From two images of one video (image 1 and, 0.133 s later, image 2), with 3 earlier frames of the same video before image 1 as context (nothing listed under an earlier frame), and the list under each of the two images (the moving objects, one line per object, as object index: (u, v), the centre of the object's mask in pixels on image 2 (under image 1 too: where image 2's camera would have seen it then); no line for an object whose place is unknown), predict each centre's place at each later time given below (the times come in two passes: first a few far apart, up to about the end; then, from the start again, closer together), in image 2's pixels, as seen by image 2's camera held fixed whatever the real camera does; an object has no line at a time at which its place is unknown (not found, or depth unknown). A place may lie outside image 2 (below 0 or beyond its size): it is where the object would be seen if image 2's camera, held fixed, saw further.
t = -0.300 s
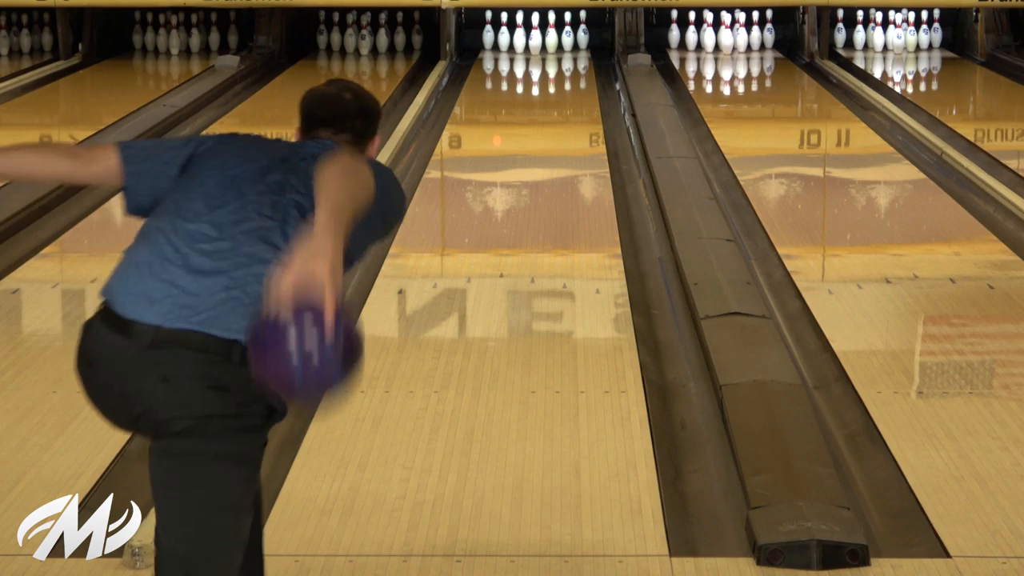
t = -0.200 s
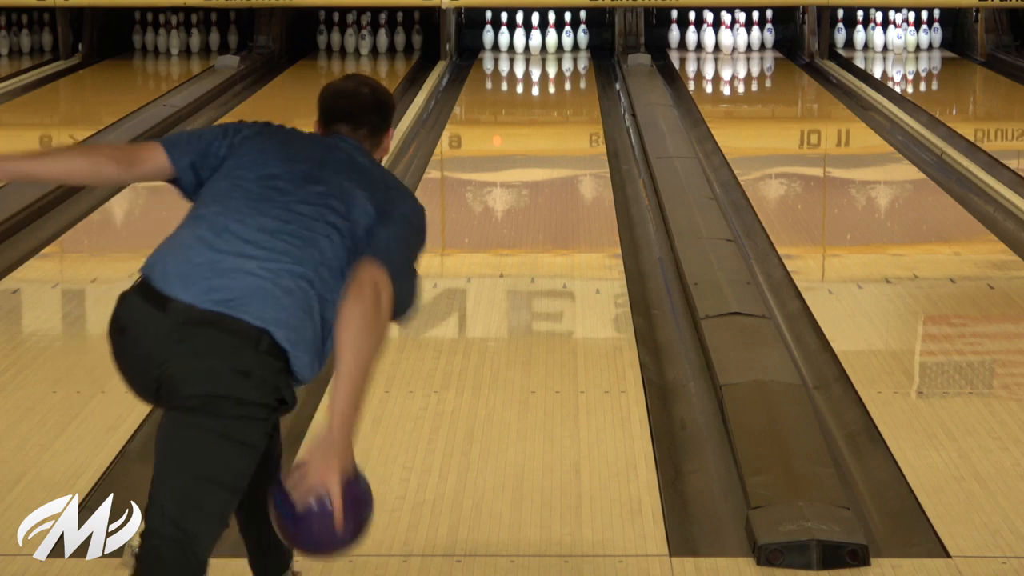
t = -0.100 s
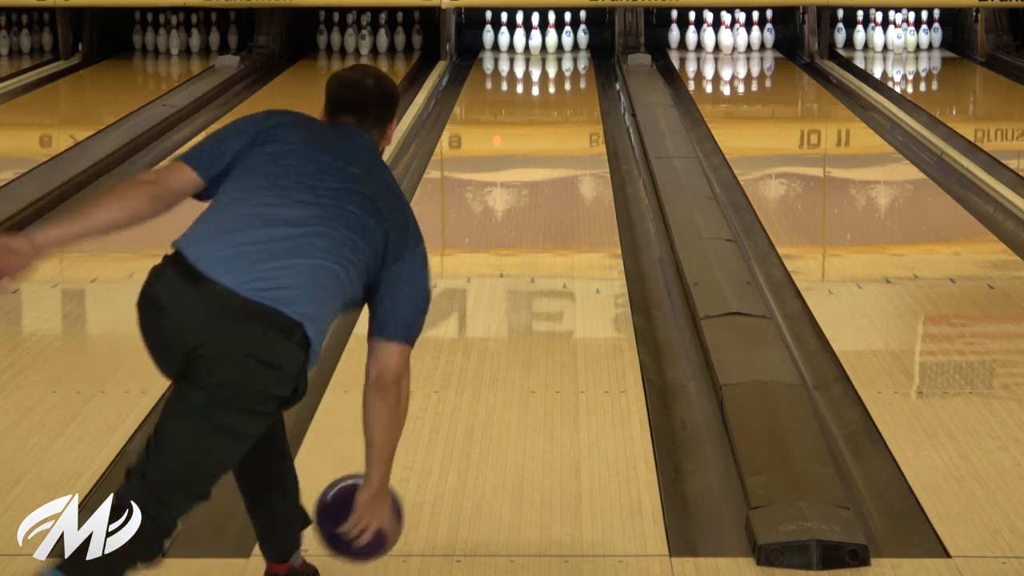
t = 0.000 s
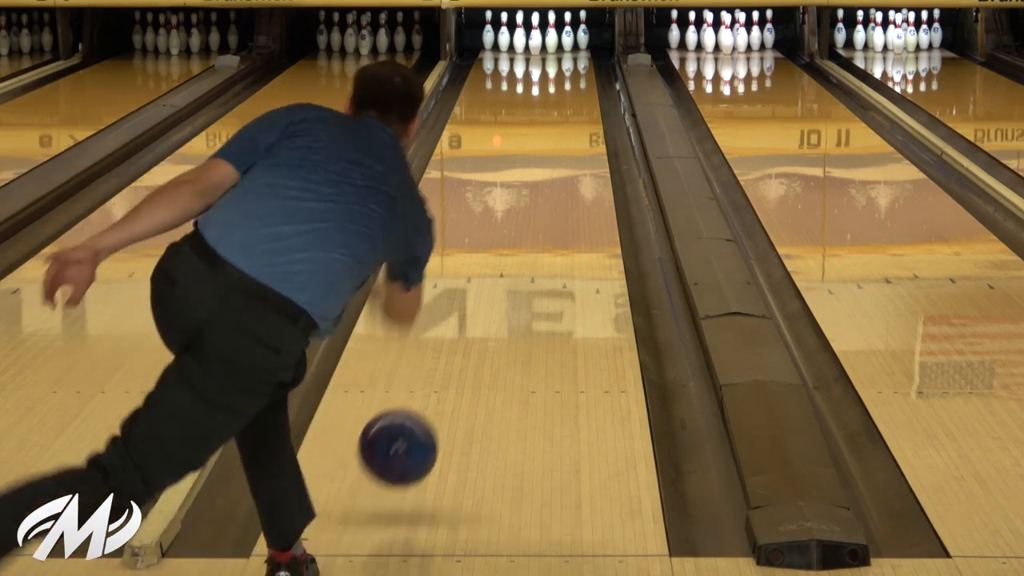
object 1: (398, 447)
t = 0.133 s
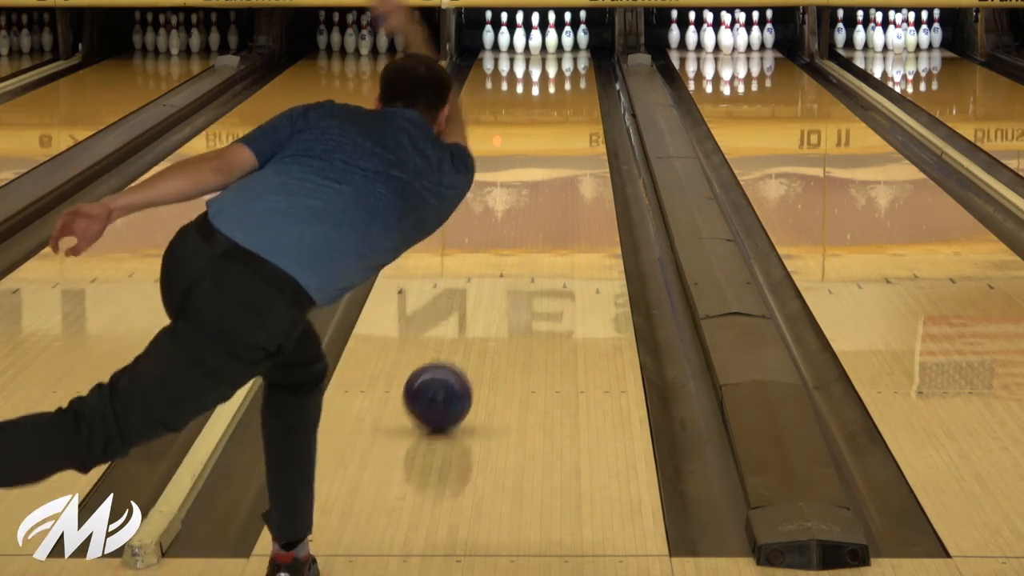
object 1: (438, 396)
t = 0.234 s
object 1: (461, 351)
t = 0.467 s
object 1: (502, 271)
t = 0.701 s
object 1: (528, 213)
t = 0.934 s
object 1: (547, 169)
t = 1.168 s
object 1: (560, 136)
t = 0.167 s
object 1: (446, 379)
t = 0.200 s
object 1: (454, 365)
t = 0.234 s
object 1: (461, 351)
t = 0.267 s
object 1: (468, 338)
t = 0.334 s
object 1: (491, 314)
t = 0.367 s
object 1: (489, 302)
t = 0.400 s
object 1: (493, 291)
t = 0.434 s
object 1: (498, 281)
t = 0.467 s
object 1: (502, 271)
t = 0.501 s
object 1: (506, 261)
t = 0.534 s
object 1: (510, 252)
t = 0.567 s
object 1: (514, 244)
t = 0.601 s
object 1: (518, 236)
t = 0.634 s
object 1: (522, 228)
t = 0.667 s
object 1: (525, 220)
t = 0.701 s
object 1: (528, 213)
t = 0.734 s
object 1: (531, 206)
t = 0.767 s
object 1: (534, 199)
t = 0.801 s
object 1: (537, 193)
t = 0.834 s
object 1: (540, 186)
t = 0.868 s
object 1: (542, 180)
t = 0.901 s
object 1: (545, 175)
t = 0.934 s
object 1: (547, 169)
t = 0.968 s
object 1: (549, 164)
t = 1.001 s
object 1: (551, 159)
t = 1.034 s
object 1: (553, 154)
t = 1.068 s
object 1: (555, 149)
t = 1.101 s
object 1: (556, 145)
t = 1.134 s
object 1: (558, 140)
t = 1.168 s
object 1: (560, 136)
